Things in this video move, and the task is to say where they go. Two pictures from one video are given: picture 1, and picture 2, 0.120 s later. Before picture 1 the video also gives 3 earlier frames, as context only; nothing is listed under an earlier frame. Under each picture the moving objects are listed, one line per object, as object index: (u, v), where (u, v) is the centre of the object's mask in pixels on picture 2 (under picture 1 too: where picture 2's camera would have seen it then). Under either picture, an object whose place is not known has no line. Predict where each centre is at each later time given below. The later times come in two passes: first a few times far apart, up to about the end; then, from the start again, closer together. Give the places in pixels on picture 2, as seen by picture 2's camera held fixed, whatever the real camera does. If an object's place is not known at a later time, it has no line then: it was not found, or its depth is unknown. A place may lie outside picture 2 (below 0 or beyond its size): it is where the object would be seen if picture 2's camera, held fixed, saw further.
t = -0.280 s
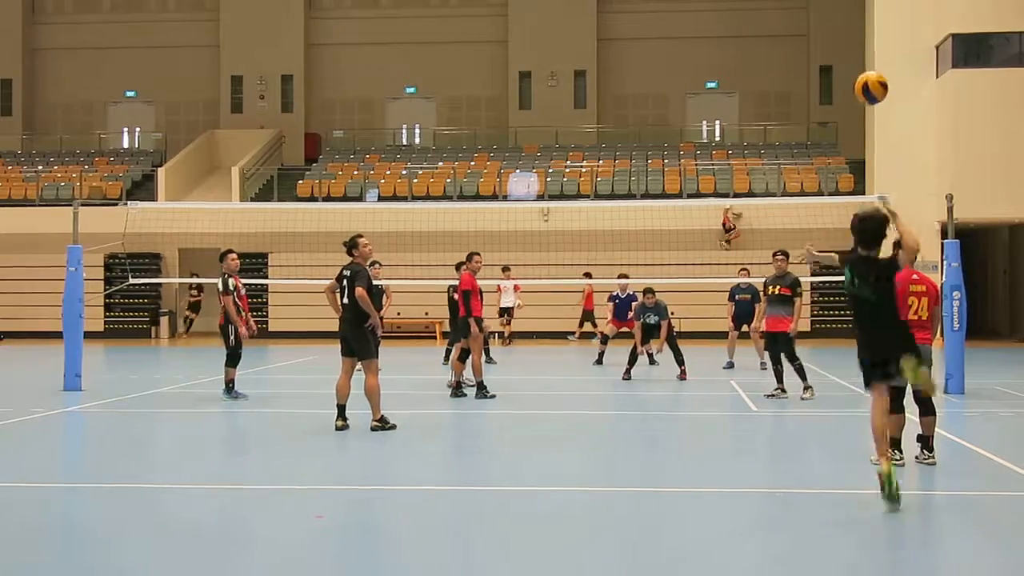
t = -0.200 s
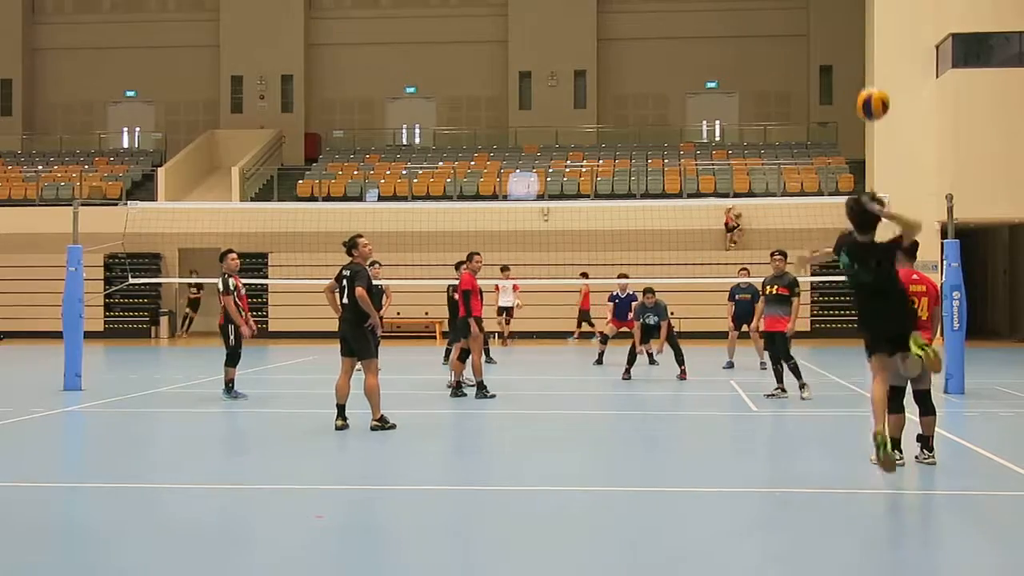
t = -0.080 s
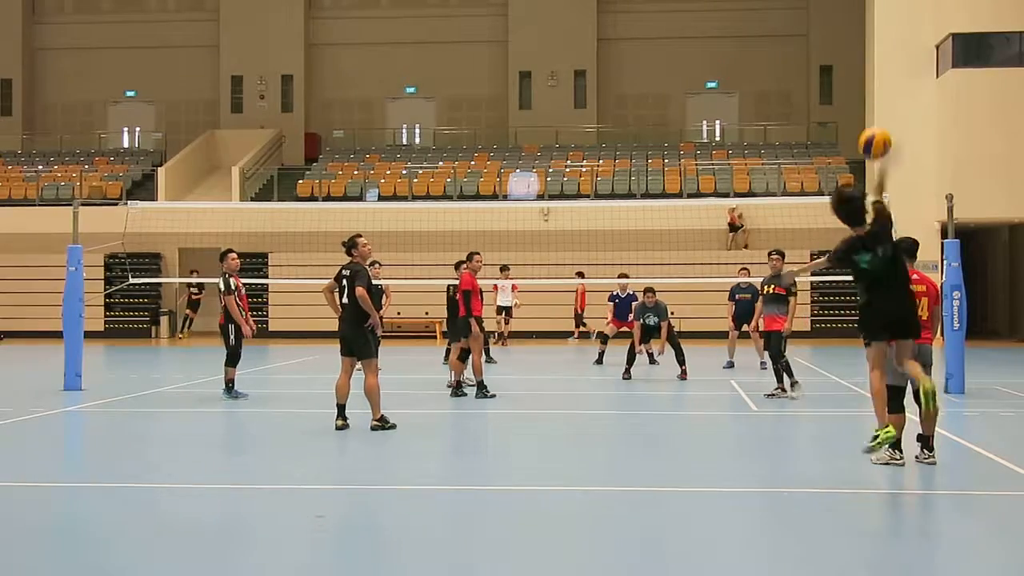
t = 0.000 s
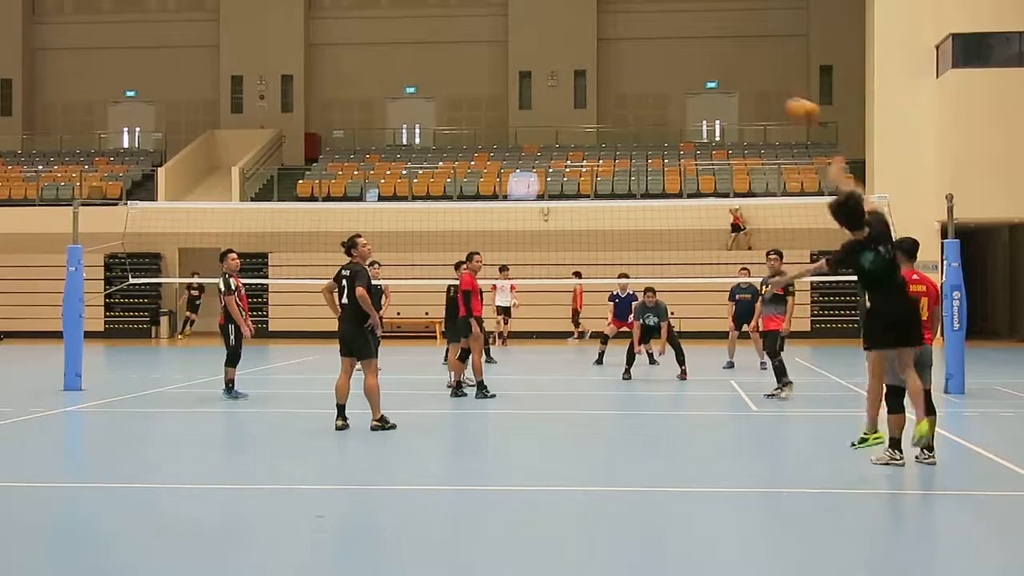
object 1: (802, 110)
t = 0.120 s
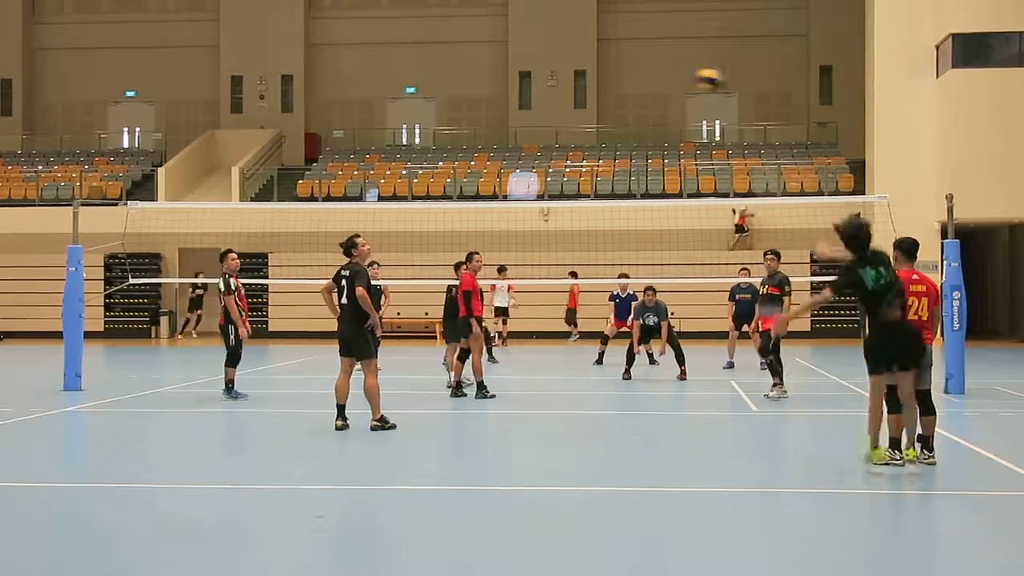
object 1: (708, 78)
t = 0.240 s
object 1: (643, 69)
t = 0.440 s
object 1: (569, 86)
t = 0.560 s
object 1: (537, 108)
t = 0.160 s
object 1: (685, 74)
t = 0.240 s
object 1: (643, 69)
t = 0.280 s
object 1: (626, 70)
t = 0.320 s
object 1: (610, 72)
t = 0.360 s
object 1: (595, 75)
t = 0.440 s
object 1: (569, 86)
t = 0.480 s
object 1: (557, 93)
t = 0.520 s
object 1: (547, 101)
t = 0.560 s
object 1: (537, 108)
